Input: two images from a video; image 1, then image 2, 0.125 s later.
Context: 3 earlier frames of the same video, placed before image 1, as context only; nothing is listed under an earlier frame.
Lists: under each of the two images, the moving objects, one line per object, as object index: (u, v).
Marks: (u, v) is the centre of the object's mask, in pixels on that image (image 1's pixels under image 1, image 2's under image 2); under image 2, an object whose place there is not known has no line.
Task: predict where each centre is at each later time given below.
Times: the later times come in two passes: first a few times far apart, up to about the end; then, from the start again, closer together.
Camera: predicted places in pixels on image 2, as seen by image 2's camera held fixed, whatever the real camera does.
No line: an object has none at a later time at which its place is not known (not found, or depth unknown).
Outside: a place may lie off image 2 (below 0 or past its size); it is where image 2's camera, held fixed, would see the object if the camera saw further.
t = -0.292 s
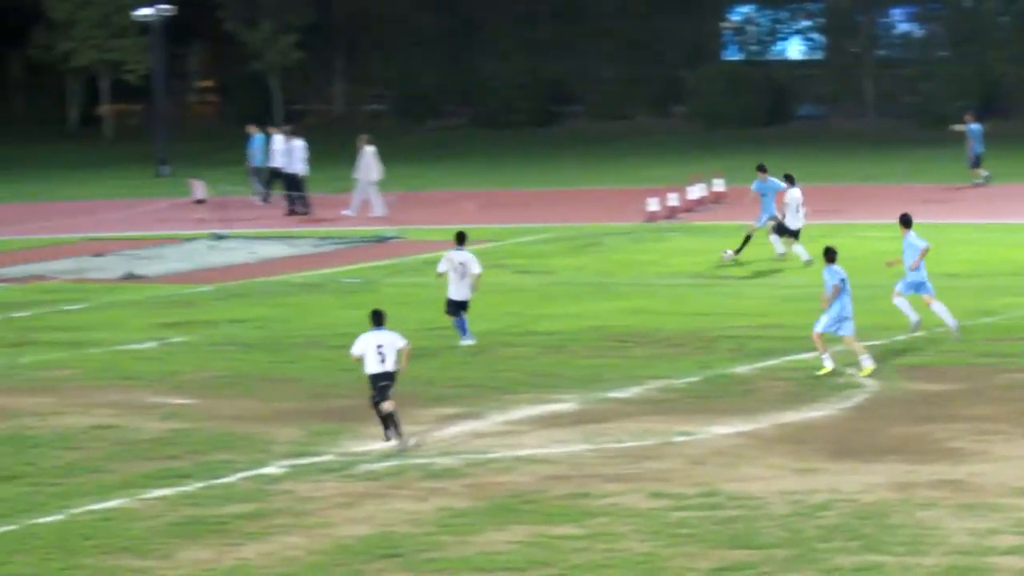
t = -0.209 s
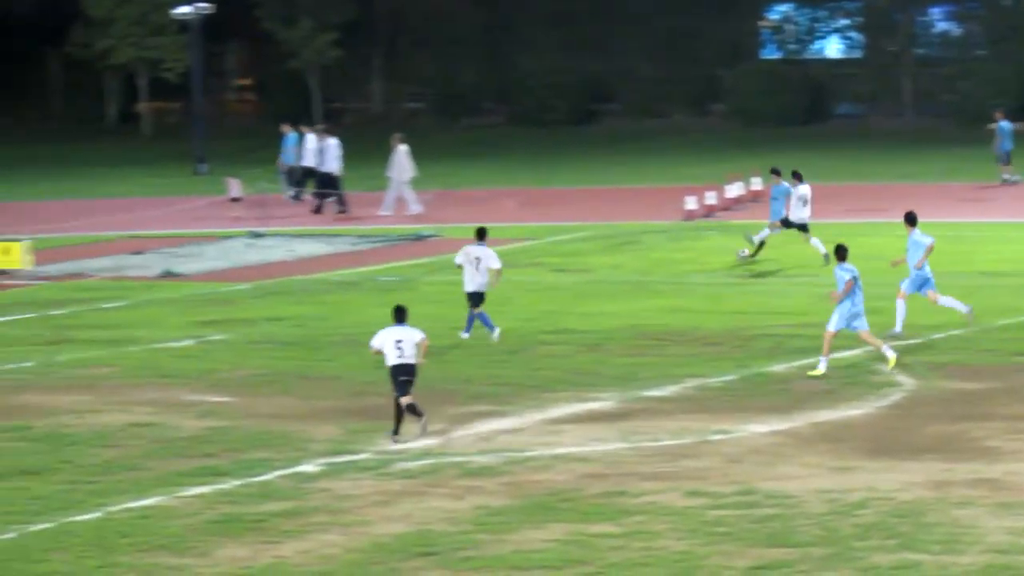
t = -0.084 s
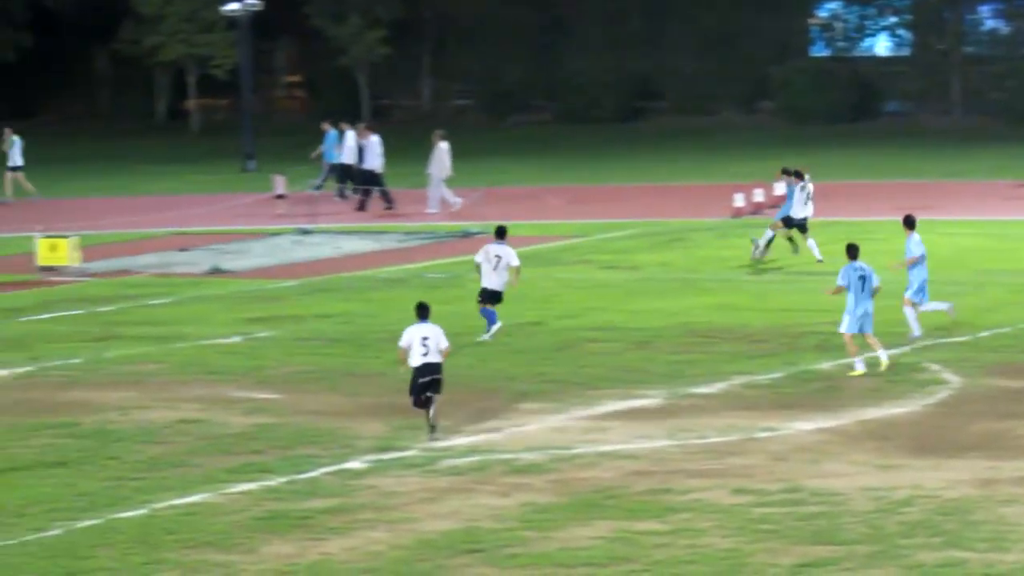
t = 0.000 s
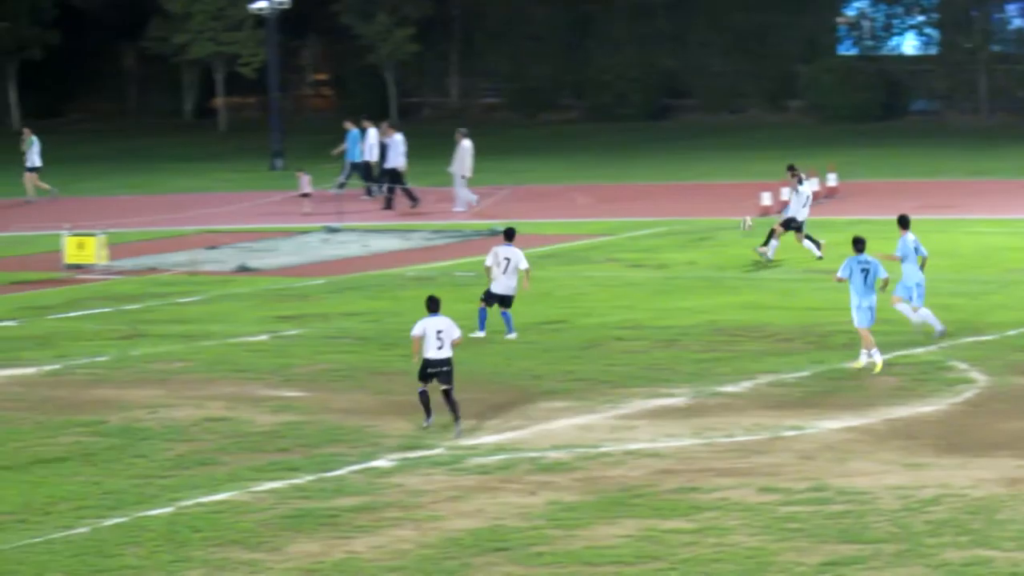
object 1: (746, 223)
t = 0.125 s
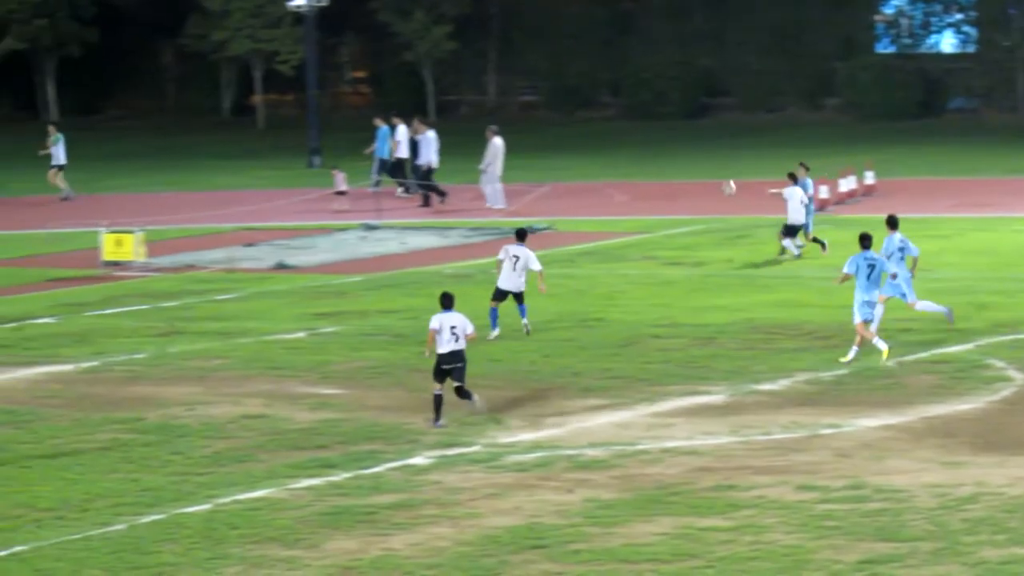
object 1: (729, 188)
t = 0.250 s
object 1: (681, 161)
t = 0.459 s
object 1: (610, 135)
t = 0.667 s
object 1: (550, 133)
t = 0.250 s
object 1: (681, 161)
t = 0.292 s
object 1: (666, 155)
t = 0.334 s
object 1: (651, 148)
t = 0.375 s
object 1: (637, 143)
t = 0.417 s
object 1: (623, 139)
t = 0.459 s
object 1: (610, 135)
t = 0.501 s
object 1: (597, 132)
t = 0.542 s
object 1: (584, 131)
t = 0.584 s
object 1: (573, 131)
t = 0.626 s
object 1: (561, 131)
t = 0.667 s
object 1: (550, 133)
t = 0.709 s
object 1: (540, 135)
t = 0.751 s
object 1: (530, 139)
